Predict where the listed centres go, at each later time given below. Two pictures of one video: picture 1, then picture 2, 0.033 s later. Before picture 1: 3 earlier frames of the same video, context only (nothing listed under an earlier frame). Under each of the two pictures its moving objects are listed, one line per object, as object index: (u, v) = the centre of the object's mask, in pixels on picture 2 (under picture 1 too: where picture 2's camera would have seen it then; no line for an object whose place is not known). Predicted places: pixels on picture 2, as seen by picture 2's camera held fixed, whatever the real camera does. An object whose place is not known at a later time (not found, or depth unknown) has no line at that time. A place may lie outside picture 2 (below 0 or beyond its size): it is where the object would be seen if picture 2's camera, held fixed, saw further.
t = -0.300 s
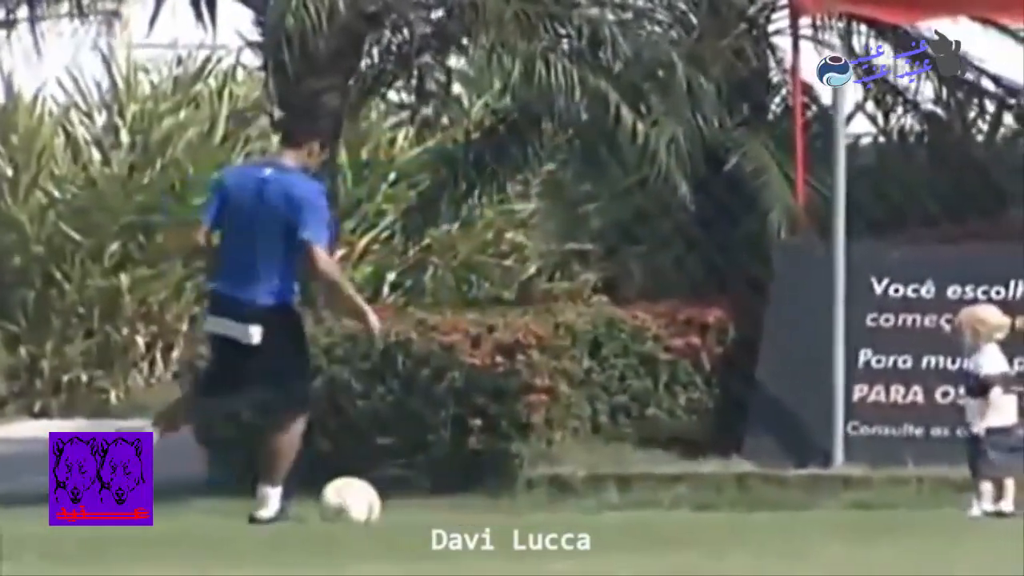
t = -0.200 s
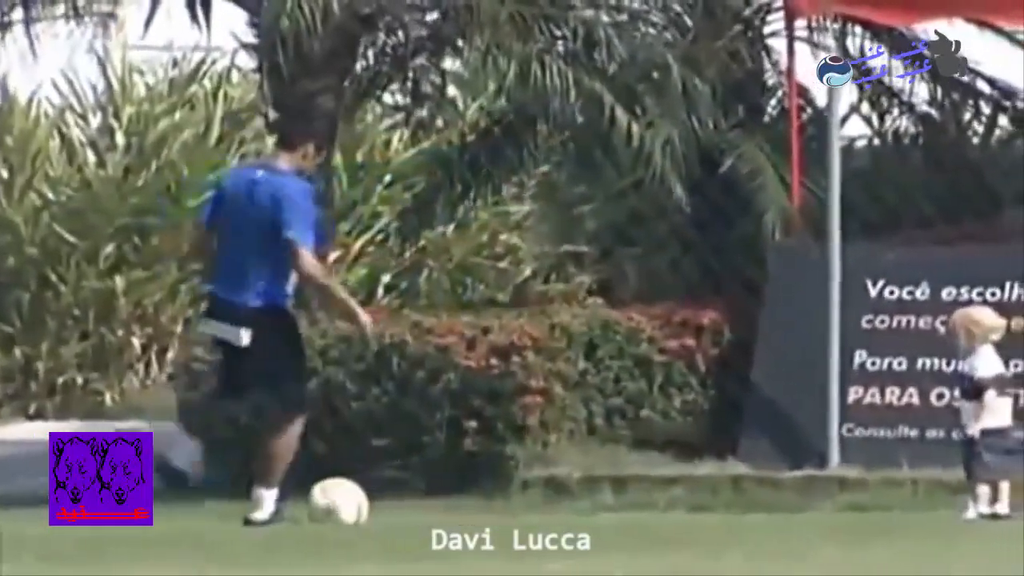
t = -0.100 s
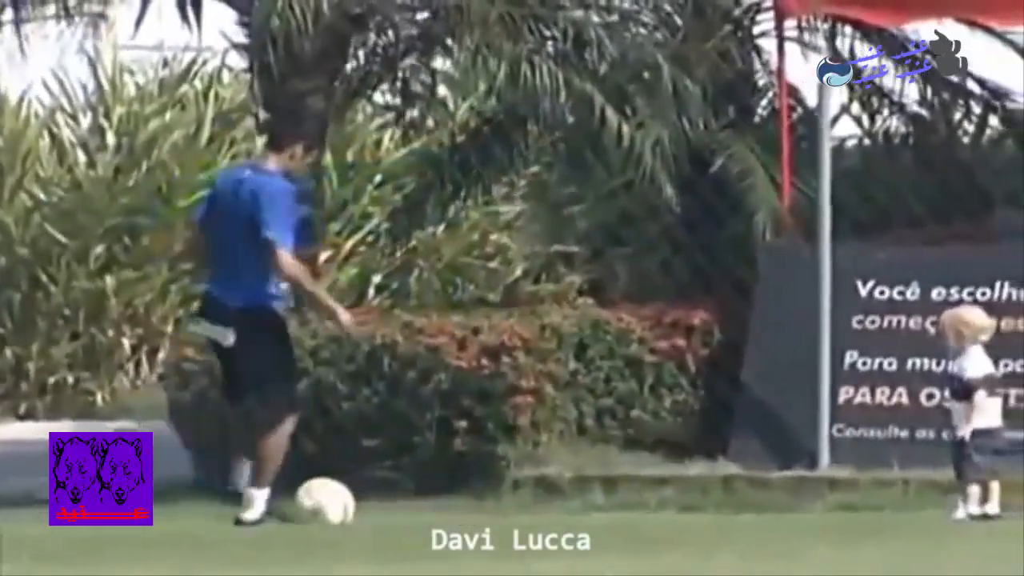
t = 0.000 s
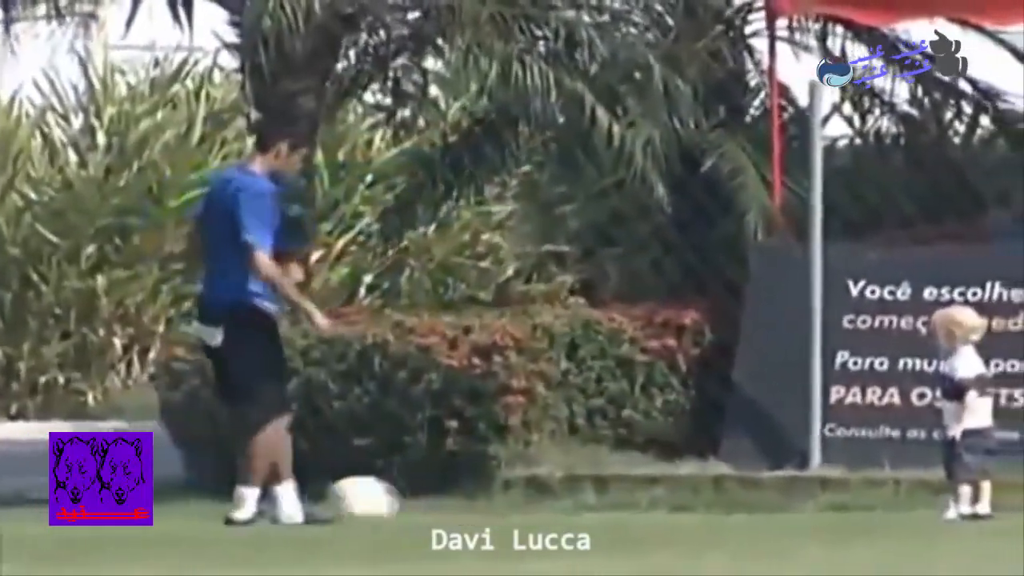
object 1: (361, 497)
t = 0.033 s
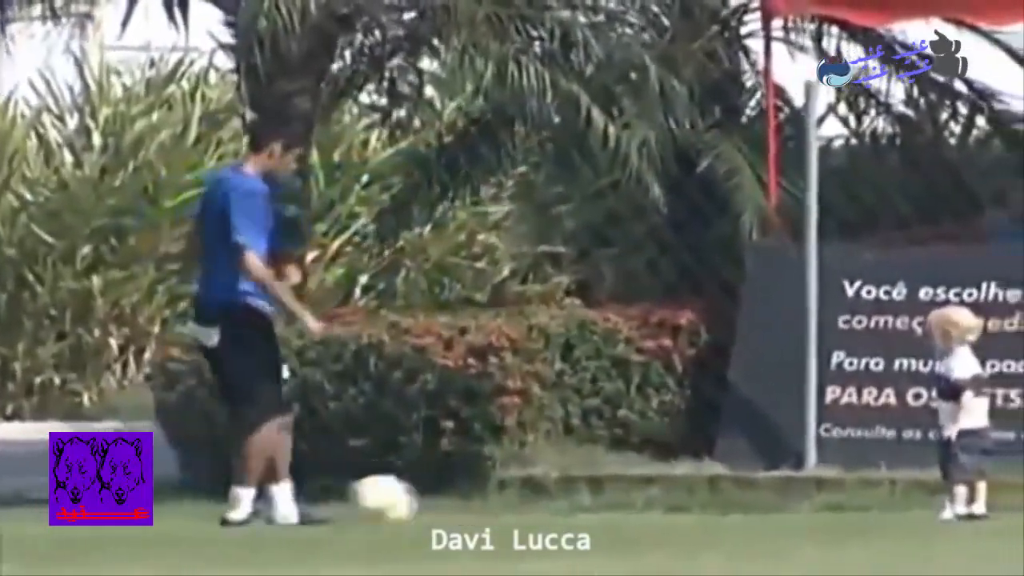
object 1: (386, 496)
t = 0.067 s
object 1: (407, 496)
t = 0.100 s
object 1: (429, 495)
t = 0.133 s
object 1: (449, 496)
